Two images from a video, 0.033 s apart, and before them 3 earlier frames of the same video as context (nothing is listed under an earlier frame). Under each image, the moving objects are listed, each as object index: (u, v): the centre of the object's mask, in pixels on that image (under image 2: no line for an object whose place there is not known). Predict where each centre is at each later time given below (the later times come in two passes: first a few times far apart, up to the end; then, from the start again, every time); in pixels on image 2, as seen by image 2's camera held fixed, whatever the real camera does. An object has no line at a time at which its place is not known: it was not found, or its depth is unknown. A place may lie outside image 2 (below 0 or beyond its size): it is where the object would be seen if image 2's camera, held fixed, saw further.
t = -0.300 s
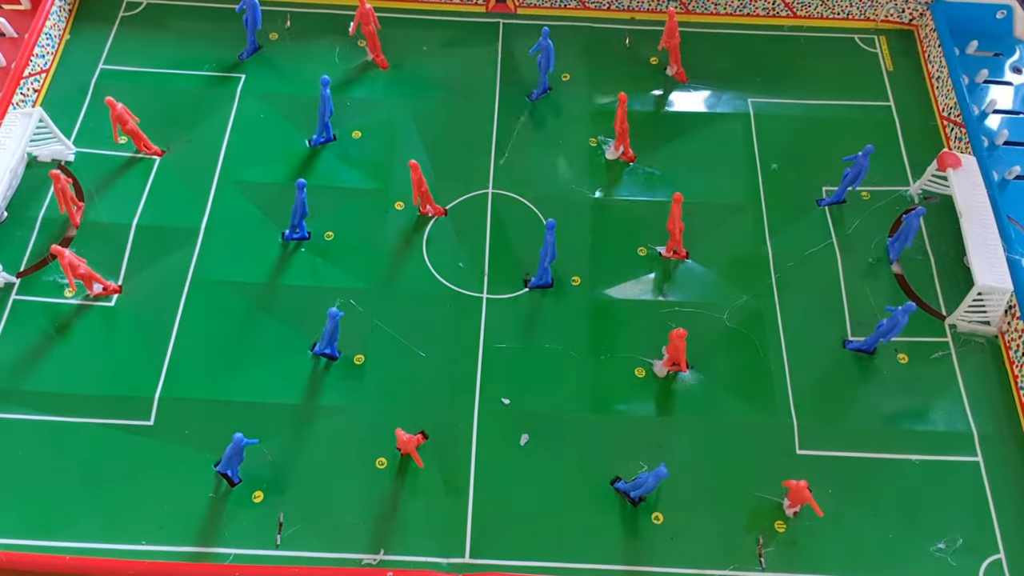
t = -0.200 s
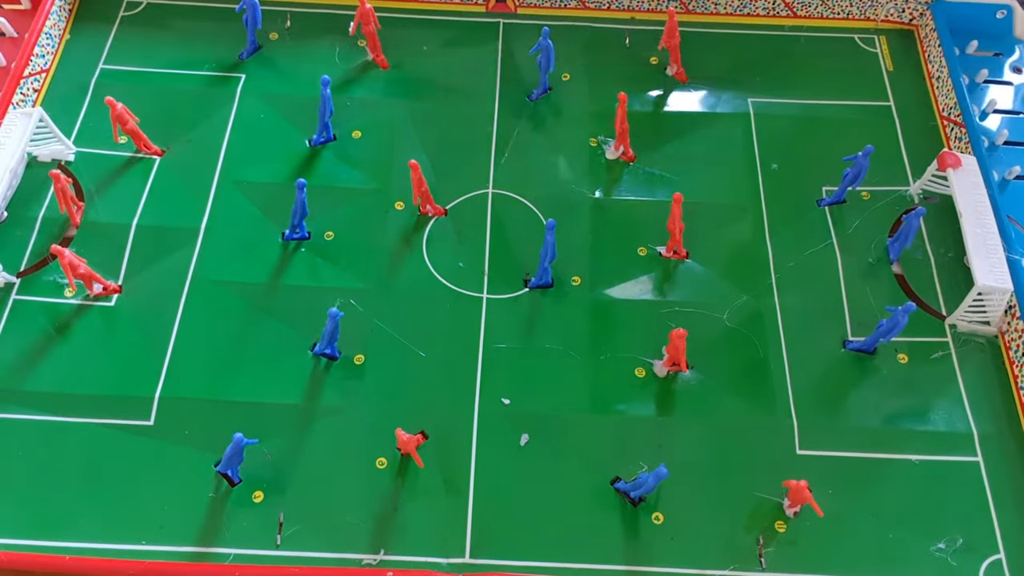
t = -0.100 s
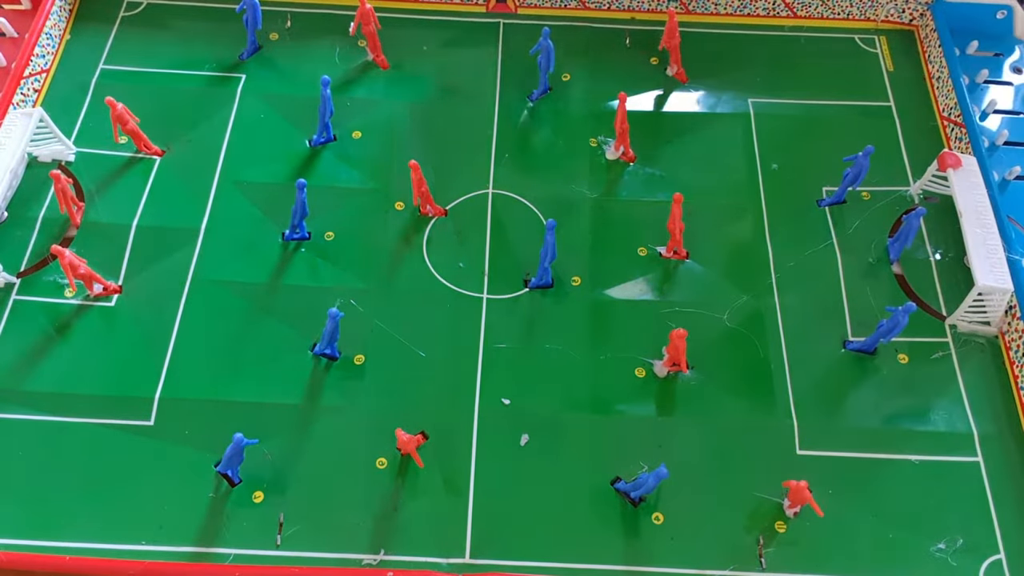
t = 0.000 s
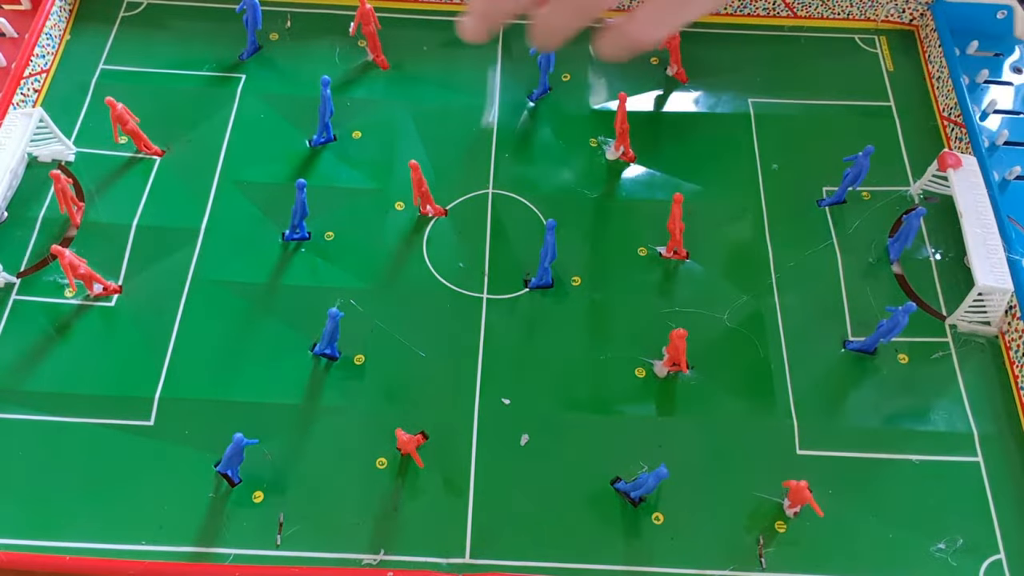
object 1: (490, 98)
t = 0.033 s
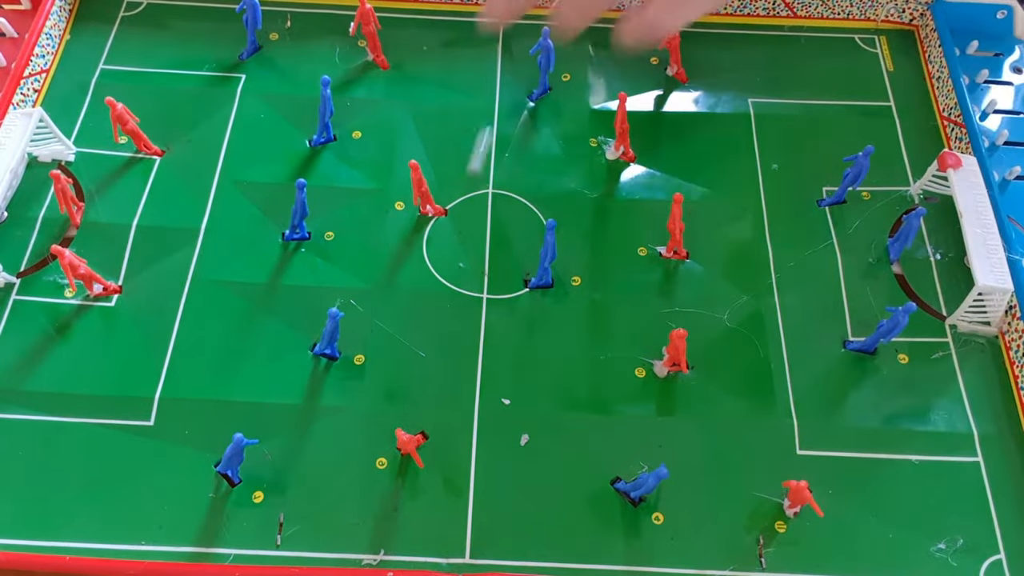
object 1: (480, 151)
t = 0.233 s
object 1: (369, 399)
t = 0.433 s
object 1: (291, 524)
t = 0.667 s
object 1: (287, 531)
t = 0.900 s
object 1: (287, 487)
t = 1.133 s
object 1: (257, 436)
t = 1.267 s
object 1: (227, 435)
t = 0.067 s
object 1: (464, 197)
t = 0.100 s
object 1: (444, 241)
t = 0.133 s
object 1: (424, 278)
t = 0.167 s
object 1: (405, 316)
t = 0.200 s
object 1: (387, 358)
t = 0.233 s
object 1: (369, 399)
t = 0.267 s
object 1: (354, 441)
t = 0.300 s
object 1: (338, 488)
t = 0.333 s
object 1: (322, 534)
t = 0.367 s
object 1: (308, 549)
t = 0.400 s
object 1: (300, 535)
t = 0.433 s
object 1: (291, 524)
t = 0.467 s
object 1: (284, 519)
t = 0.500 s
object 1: (284, 522)
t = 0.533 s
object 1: (285, 528)
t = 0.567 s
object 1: (286, 532)
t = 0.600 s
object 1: (287, 533)
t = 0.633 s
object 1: (287, 533)
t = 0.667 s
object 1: (287, 531)
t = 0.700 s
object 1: (287, 527)
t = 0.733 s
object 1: (288, 521)
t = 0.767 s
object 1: (288, 515)
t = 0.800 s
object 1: (290, 509)
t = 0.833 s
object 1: (290, 501)
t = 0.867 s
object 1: (289, 494)
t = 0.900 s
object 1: (287, 487)
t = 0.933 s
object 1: (284, 479)
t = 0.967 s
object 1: (280, 472)
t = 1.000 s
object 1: (277, 464)
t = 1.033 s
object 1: (272, 457)
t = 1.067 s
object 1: (267, 450)
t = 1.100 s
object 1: (263, 444)
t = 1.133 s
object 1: (257, 436)
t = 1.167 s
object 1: (250, 431)
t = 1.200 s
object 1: (244, 429)
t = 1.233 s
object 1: (235, 431)
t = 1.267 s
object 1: (227, 435)
